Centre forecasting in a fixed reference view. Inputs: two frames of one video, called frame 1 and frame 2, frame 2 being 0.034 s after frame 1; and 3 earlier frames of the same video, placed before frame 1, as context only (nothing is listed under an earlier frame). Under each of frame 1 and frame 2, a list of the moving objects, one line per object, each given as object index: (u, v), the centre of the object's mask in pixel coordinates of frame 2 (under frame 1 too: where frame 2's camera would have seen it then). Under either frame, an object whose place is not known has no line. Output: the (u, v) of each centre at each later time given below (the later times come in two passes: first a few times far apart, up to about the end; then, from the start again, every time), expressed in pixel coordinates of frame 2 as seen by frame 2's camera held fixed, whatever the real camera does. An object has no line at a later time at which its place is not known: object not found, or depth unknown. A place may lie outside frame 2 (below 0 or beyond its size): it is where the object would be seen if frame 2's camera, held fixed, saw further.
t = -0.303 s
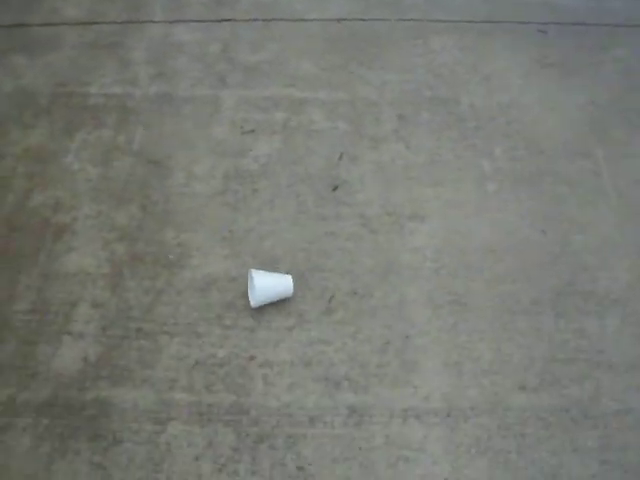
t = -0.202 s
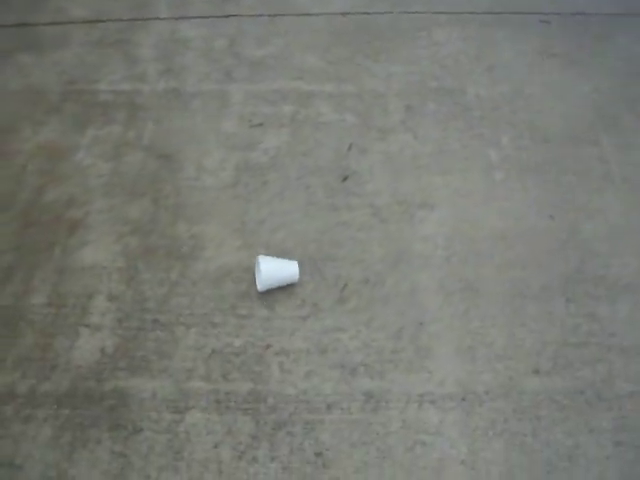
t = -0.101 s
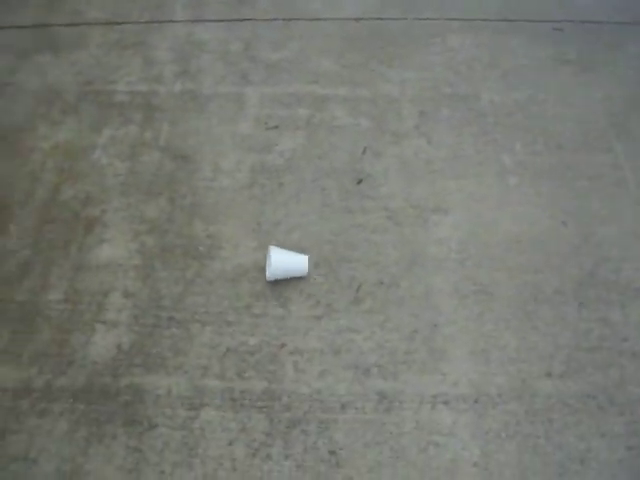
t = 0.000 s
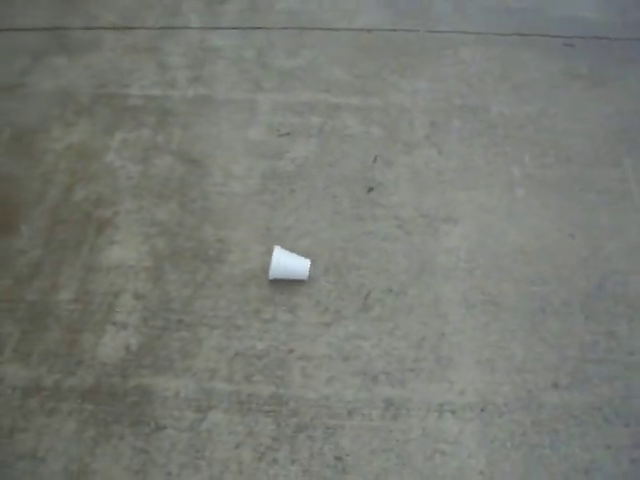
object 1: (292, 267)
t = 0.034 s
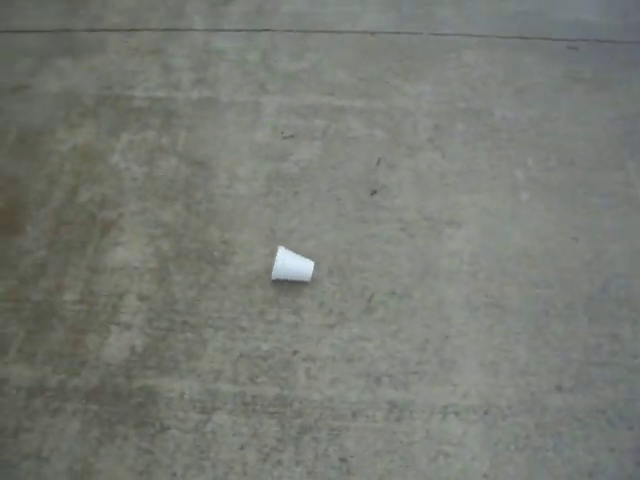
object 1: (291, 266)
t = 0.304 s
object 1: (270, 276)
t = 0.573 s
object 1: (251, 267)
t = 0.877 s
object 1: (237, 264)
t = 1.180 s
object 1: (223, 272)
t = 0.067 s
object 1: (288, 268)
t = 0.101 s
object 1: (286, 269)
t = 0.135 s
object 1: (282, 272)
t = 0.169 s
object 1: (281, 273)
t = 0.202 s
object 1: (277, 275)
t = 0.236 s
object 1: (275, 275)
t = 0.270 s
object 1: (272, 277)
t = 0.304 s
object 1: (270, 276)
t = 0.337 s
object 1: (267, 276)
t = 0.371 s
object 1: (265, 275)
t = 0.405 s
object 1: (262, 274)
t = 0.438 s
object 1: (260, 273)
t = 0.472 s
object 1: (259, 271)
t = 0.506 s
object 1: (255, 270)
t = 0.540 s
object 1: (254, 267)
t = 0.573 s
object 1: (251, 267)
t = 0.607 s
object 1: (250, 264)
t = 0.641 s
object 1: (249, 263)
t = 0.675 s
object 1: (248, 261)
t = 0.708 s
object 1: (247, 261)
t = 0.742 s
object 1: (246, 260)
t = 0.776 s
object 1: (243, 260)
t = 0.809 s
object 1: (242, 261)
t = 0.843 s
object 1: (240, 262)
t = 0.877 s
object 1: (237, 264)
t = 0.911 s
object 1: (235, 265)
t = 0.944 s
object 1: (231, 266)
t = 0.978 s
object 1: (229, 268)
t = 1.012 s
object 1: (226, 270)
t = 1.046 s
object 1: (225, 271)
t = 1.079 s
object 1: (224, 272)
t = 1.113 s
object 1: (224, 272)
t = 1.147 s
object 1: (223, 272)
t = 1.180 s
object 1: (223, 272)
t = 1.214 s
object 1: (223, 271)
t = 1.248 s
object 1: (223, 271)
